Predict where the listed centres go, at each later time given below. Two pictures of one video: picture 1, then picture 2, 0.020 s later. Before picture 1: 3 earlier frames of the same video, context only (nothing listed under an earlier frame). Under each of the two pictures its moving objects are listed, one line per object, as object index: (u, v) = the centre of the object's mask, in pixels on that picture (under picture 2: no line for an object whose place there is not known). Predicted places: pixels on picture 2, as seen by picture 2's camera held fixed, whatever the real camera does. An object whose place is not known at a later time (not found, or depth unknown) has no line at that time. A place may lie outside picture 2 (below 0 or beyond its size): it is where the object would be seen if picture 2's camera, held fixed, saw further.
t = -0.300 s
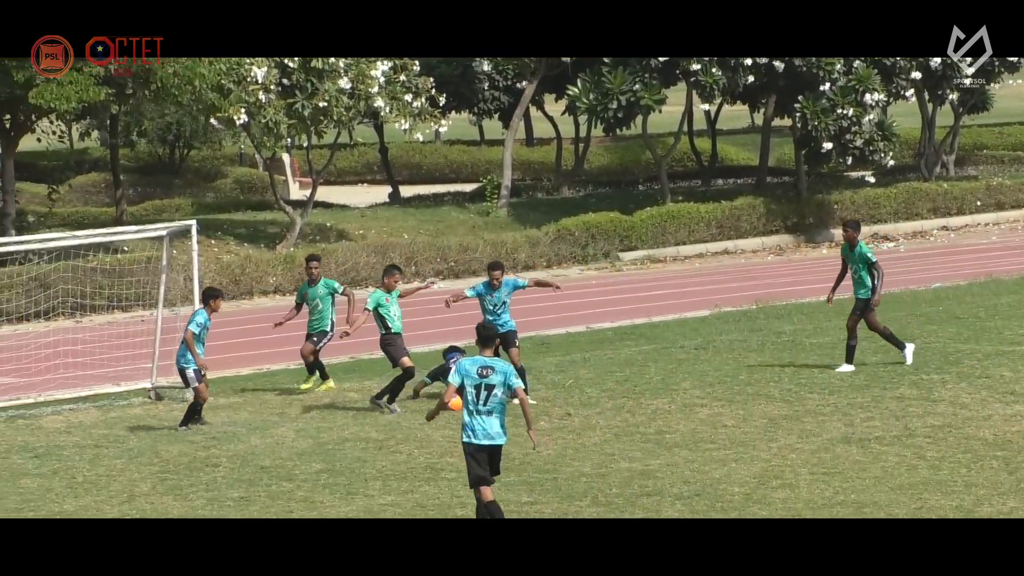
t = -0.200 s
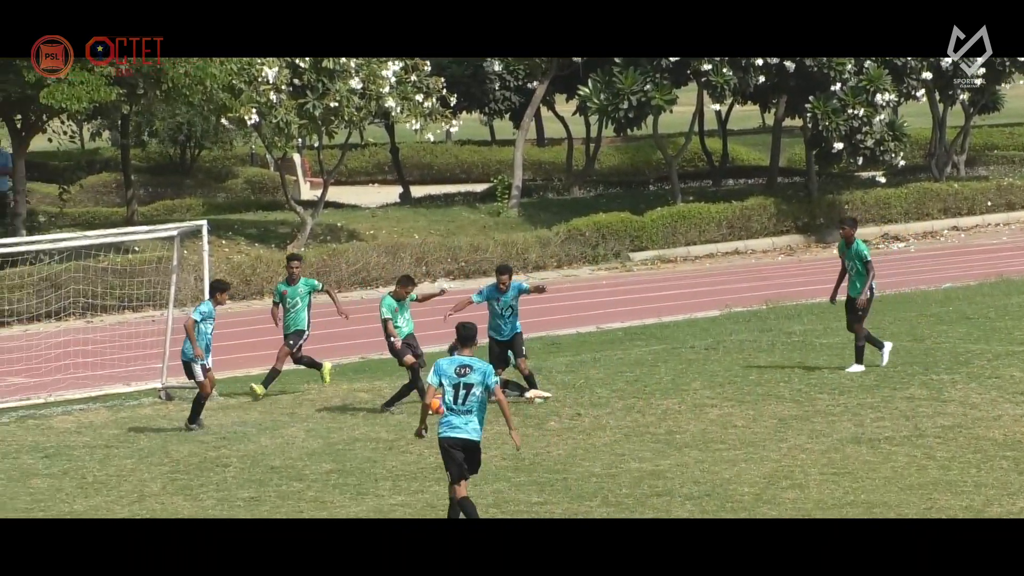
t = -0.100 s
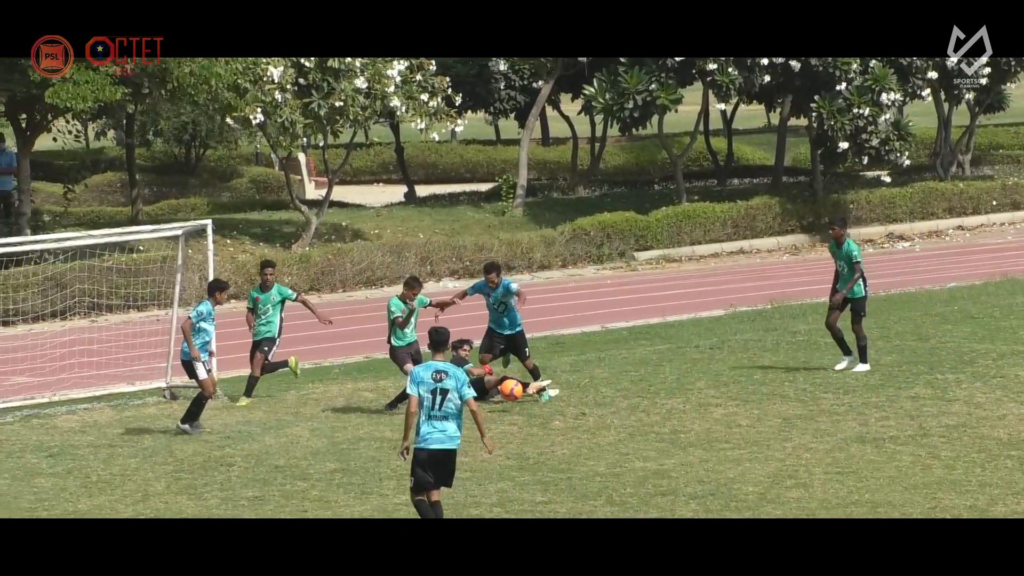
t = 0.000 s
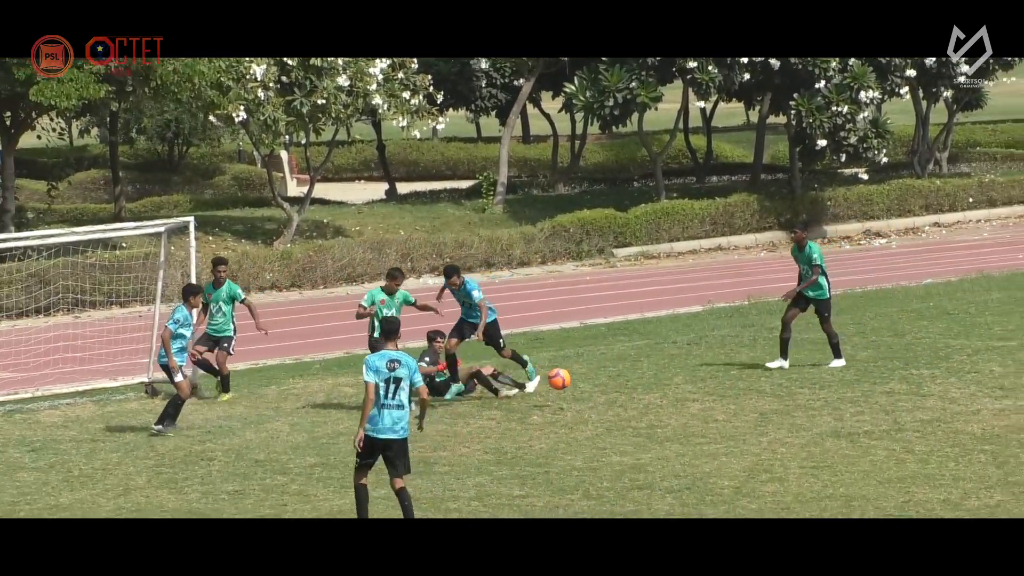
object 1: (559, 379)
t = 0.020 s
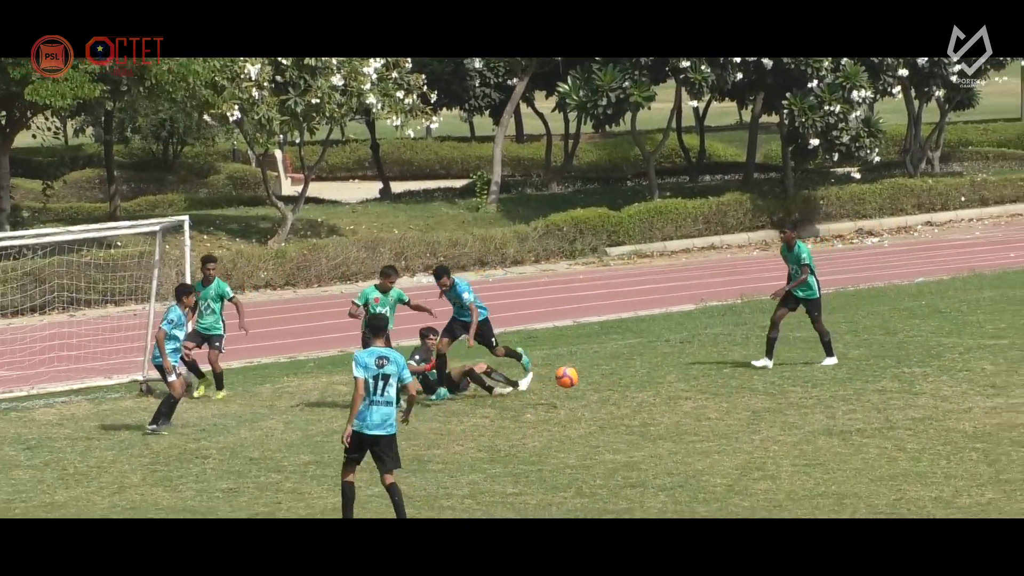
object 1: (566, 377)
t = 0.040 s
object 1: (579, 376)
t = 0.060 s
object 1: (593, 377)
